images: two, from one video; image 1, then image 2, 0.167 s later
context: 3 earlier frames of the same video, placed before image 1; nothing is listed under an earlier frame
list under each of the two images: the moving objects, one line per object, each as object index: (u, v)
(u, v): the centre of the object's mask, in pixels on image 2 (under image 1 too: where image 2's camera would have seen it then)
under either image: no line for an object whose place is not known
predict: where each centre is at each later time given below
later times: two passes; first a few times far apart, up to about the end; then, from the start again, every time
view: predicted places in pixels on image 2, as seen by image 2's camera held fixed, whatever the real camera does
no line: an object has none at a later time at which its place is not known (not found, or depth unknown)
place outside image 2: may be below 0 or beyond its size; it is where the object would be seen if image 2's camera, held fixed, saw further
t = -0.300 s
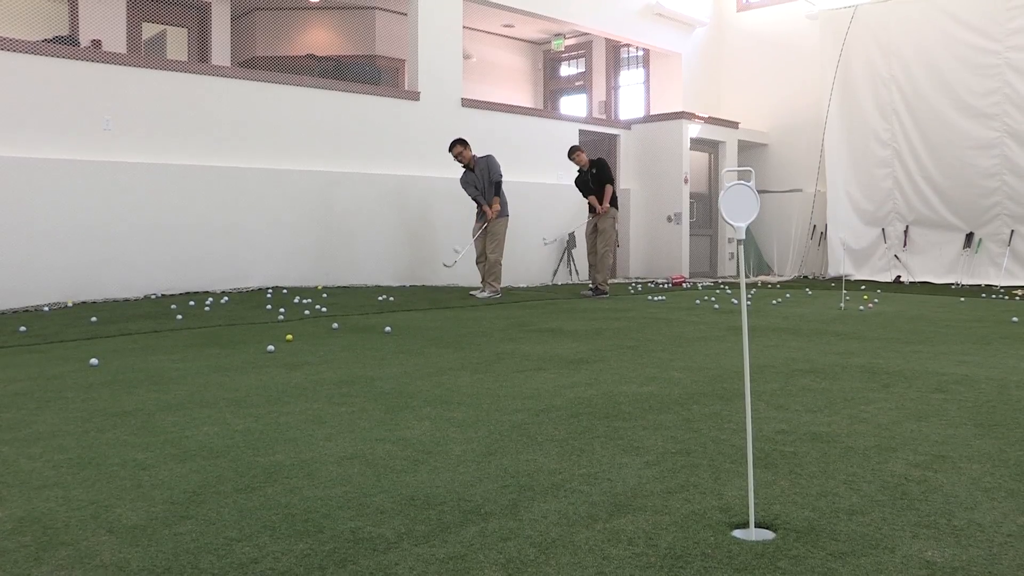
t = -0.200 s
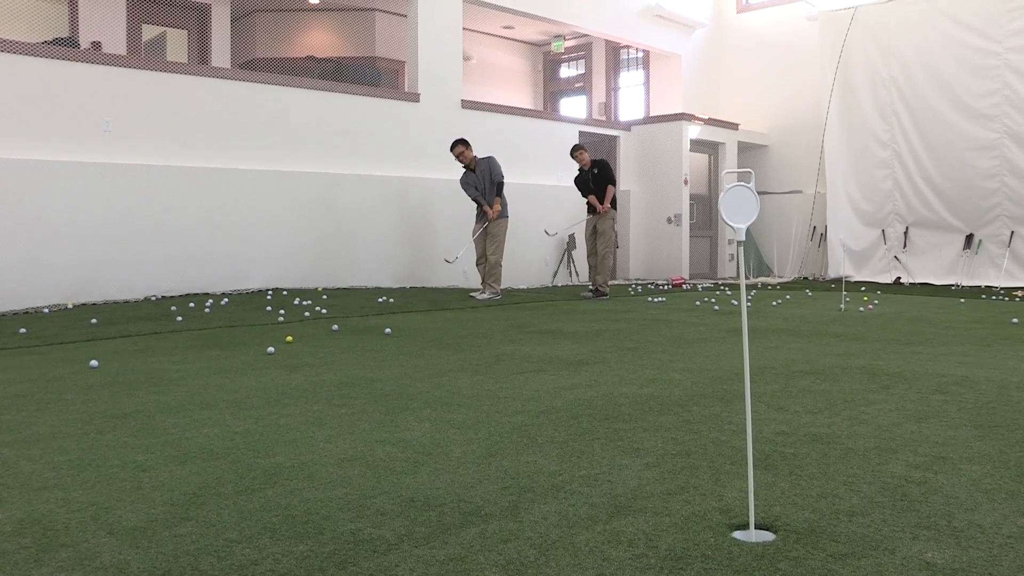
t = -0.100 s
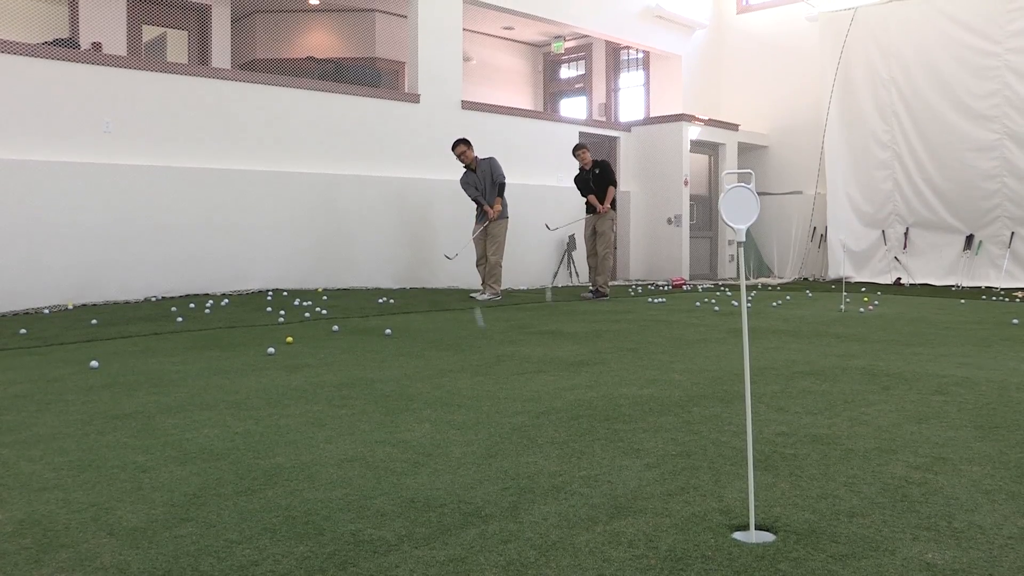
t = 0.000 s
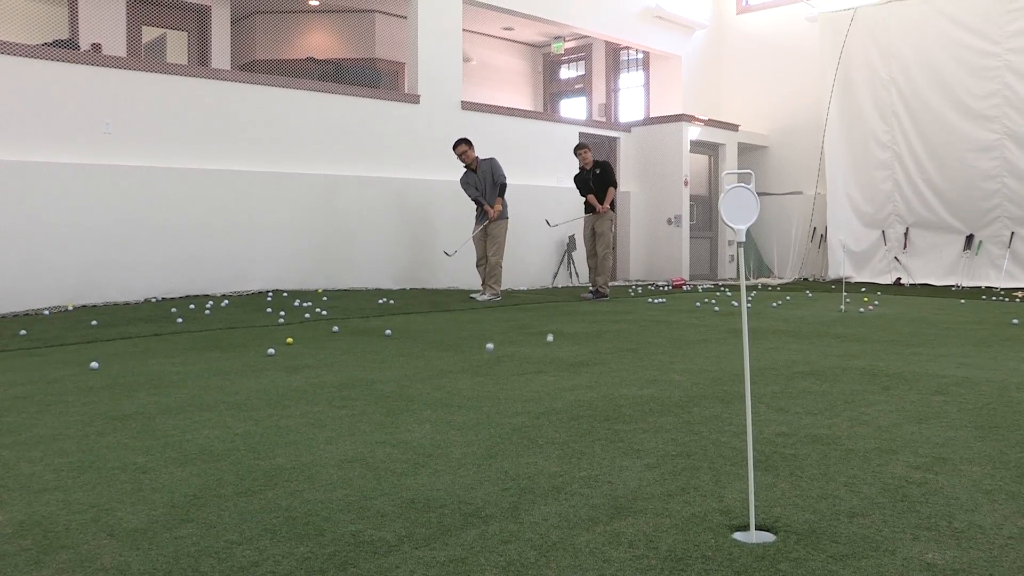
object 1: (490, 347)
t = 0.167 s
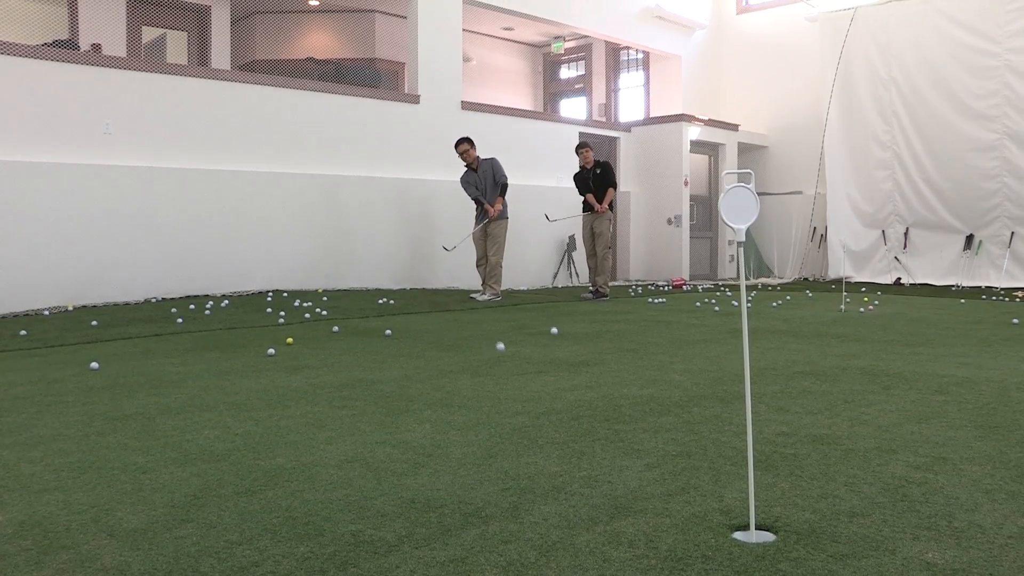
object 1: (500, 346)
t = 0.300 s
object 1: (510, 371)
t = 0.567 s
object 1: (536, 386)
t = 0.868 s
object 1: (565, 403)
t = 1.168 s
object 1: (596, 427)
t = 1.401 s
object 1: (624, 446)
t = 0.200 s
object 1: (503, 353)
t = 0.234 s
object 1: (505, 362)
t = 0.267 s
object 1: (508, 371)
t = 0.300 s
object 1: (510, 371)
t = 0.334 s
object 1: (513, 371)
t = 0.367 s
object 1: (516, 376)
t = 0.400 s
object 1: (519, 378)
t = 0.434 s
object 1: (522, 379)
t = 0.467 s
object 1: (525, 381)
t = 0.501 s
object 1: (529, 382)
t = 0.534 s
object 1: (532, 384)
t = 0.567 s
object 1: (536, 386)
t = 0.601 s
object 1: (539, 388)
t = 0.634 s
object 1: (542, 390)
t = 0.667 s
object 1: (545, 392)
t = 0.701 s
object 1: (549, 394)
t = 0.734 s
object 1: (552, 395)
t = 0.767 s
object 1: (556, 397)
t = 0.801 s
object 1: (559, 399)
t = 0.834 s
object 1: (562, 401)
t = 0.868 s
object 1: (565, 403)
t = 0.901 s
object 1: (568, 406)
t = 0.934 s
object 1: (572, 408)
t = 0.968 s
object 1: (575, 410)
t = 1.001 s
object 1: (578, 413)
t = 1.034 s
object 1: (581, 416)
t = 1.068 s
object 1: (585, 418)
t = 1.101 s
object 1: (588, 421)
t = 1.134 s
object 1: (592, 424)
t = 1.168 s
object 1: (596, 427)
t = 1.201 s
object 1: (599, 429)
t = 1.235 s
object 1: (603, 431)
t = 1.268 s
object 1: (607, 435)
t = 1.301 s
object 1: (611, 438)
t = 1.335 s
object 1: (615, 441)
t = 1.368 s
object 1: (620, 443)
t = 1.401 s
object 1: (624, 446)
